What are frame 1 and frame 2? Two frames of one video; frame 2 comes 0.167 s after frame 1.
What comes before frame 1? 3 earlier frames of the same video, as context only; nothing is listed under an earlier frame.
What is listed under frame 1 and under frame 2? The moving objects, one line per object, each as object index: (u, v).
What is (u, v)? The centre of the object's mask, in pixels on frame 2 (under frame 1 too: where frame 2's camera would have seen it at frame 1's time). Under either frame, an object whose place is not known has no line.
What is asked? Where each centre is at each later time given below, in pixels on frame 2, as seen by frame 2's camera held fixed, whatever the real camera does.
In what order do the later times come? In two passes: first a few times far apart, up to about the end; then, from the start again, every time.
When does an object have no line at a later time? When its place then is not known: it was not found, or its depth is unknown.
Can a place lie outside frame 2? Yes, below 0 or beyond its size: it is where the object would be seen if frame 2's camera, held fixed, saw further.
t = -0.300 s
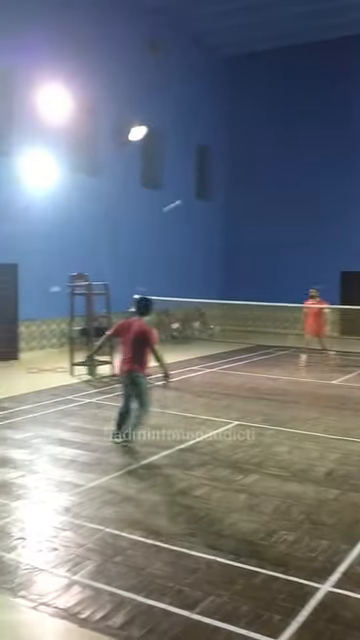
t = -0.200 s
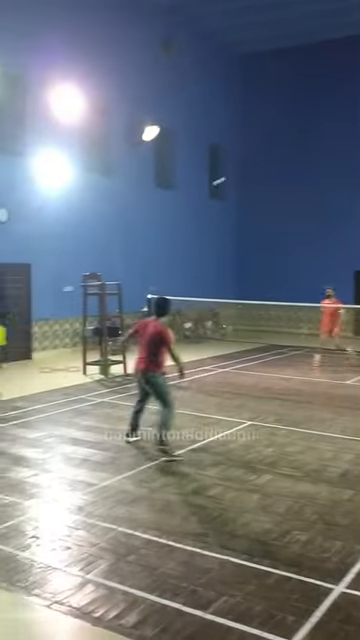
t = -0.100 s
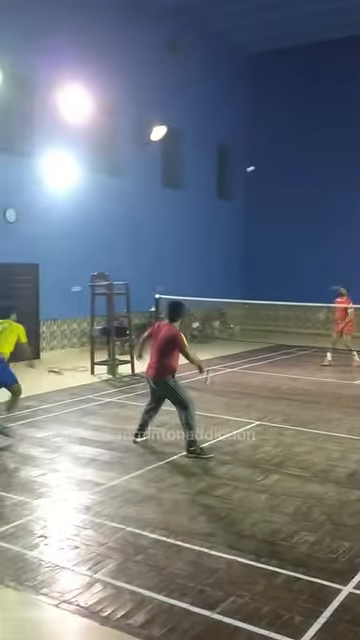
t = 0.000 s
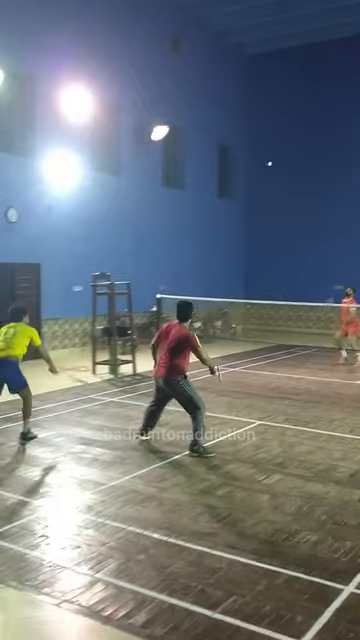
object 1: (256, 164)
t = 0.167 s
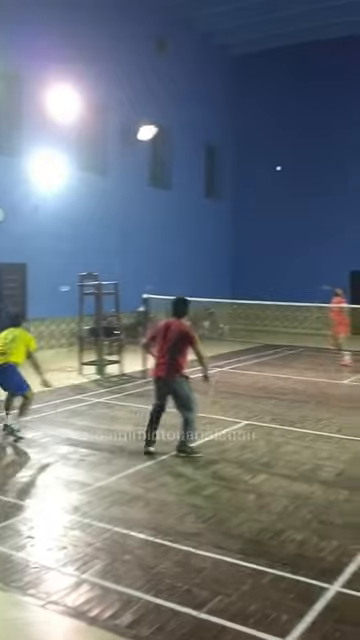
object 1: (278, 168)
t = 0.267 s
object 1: (288, 176)
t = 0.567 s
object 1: (308, 218)
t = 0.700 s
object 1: (314, 241)
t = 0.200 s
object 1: (281, 171)
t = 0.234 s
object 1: (285, 173)
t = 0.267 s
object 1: (288, 176)
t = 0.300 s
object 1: (291, 179)
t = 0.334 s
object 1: (294, 183)
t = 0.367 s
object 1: (296, 188)
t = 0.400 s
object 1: (299, 193)
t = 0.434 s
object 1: (300, 197)
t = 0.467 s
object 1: (303, 202)
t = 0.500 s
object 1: (305, 207)
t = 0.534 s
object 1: (306, 212)
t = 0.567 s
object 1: (308, 218)
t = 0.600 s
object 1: (310, 223)
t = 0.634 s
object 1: (311, 229)
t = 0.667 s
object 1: (313, 236)
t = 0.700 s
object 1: (314, 241)
